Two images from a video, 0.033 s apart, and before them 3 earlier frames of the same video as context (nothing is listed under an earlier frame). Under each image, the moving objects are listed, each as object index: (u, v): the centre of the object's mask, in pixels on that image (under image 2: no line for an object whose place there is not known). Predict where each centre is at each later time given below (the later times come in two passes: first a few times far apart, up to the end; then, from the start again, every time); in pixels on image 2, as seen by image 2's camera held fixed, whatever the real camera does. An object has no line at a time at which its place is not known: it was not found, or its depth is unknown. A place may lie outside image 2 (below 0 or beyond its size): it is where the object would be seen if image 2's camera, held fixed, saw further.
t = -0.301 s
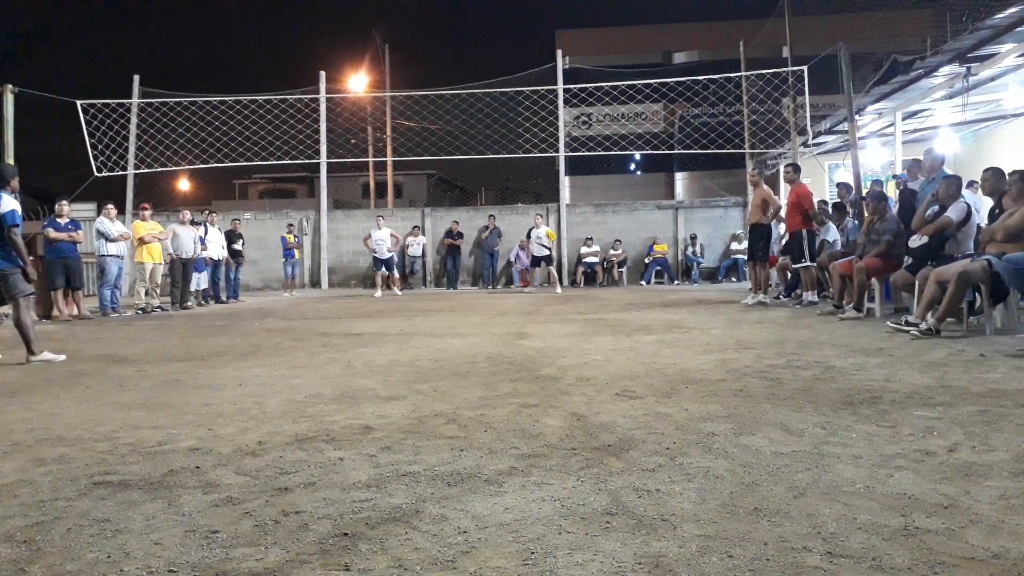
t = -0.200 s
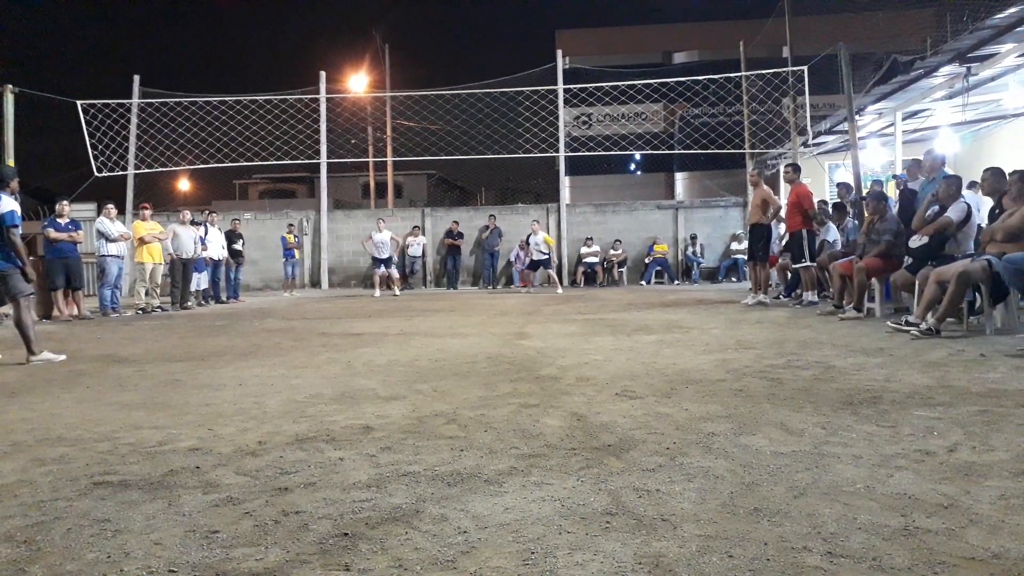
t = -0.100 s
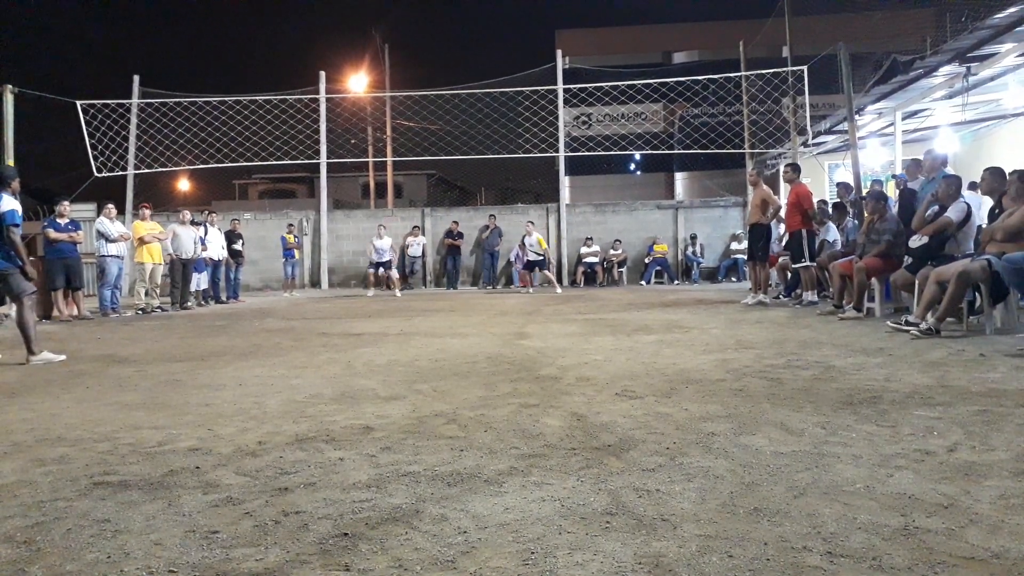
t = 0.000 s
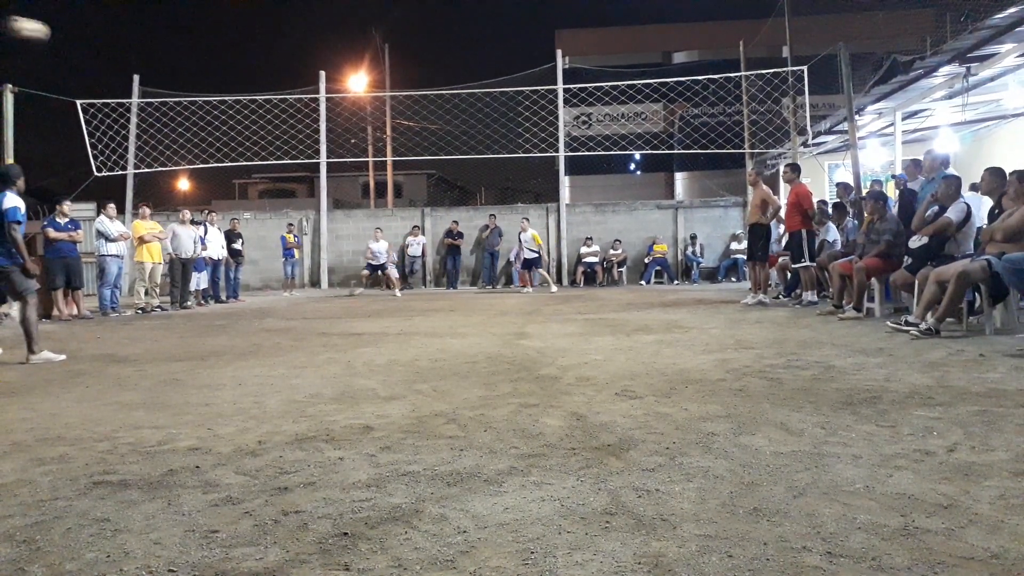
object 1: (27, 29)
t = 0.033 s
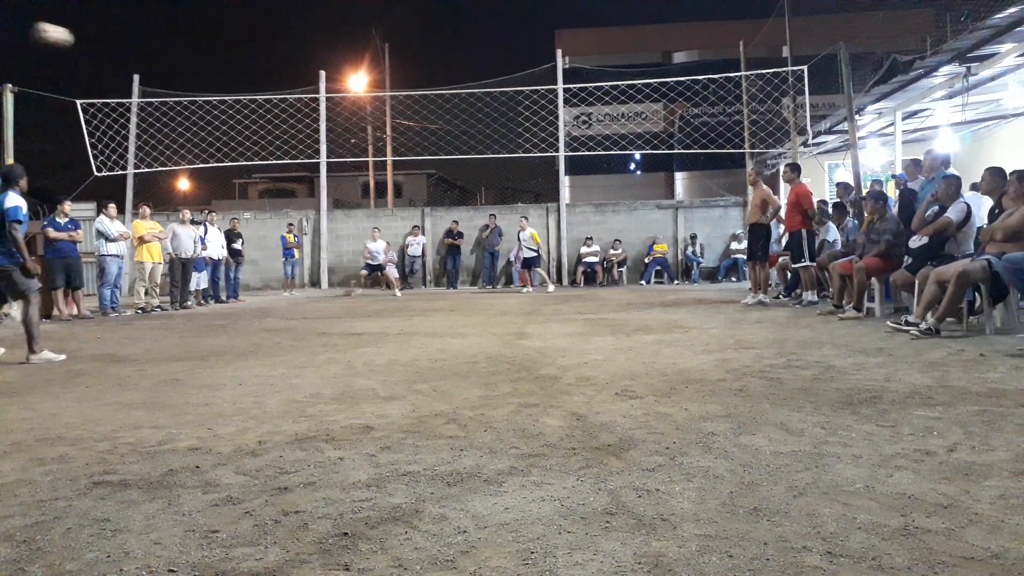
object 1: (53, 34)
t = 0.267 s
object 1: (182, 88)
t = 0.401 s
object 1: (234, 126)
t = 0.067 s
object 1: (75, 41)
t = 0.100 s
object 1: (97, 48)
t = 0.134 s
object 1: (117, 56)
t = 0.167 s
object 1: (135, 63)
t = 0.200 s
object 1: (152, 71)
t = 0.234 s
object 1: (168, 80)
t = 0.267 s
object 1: (182, 88)
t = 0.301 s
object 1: (198, 97)
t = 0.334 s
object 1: (211, 107)
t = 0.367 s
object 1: (222, 116)
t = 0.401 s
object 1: (234, 126)
